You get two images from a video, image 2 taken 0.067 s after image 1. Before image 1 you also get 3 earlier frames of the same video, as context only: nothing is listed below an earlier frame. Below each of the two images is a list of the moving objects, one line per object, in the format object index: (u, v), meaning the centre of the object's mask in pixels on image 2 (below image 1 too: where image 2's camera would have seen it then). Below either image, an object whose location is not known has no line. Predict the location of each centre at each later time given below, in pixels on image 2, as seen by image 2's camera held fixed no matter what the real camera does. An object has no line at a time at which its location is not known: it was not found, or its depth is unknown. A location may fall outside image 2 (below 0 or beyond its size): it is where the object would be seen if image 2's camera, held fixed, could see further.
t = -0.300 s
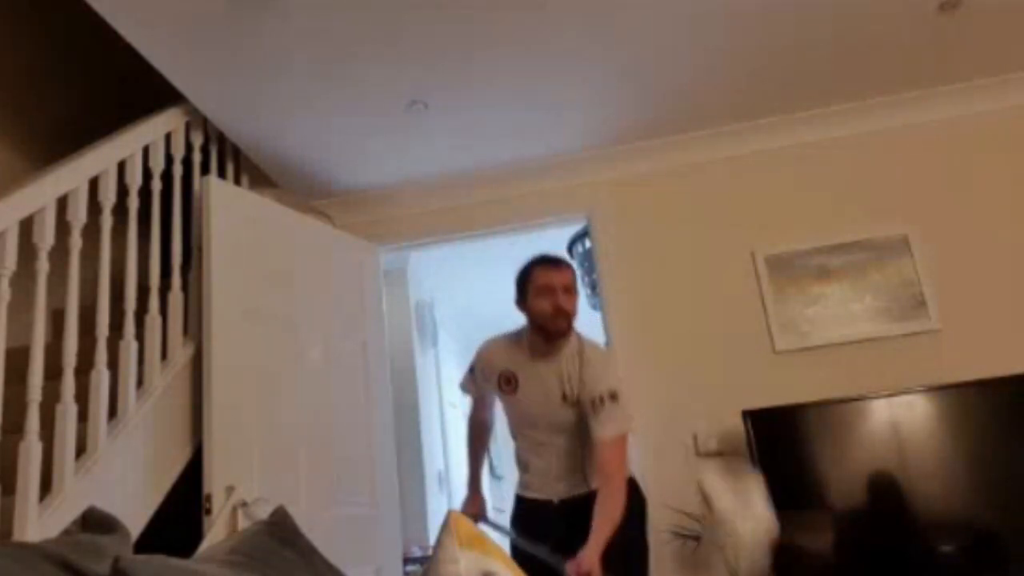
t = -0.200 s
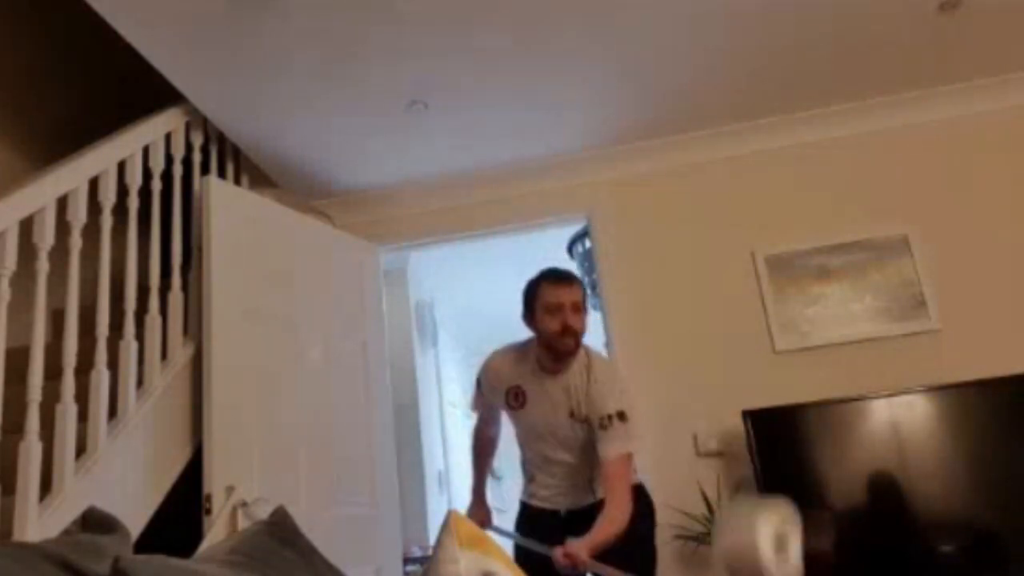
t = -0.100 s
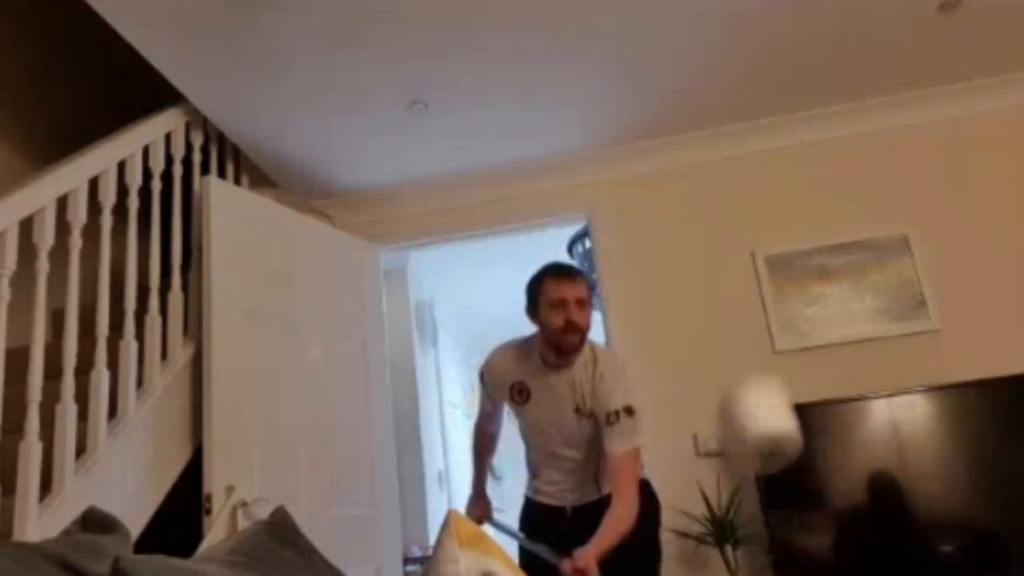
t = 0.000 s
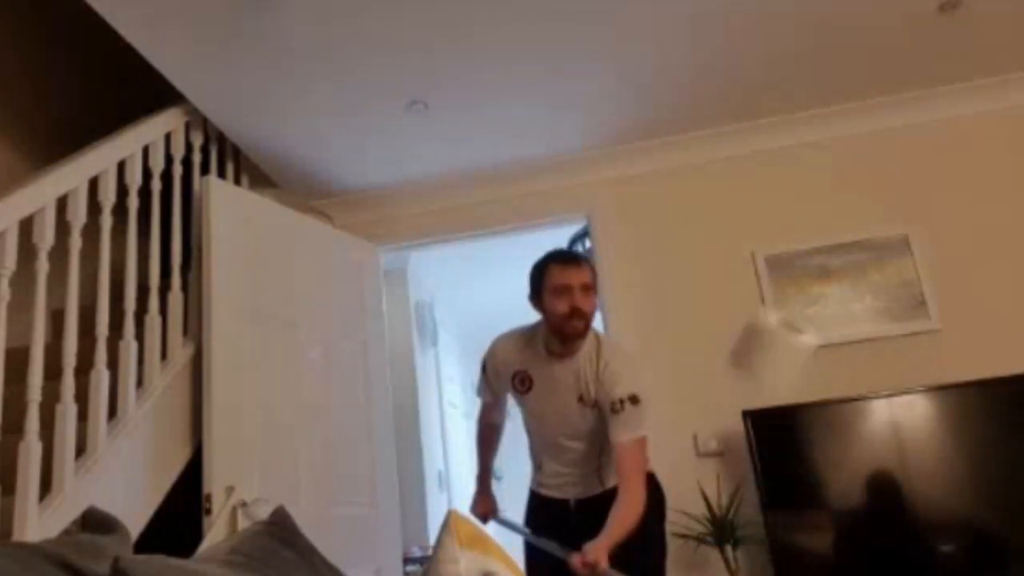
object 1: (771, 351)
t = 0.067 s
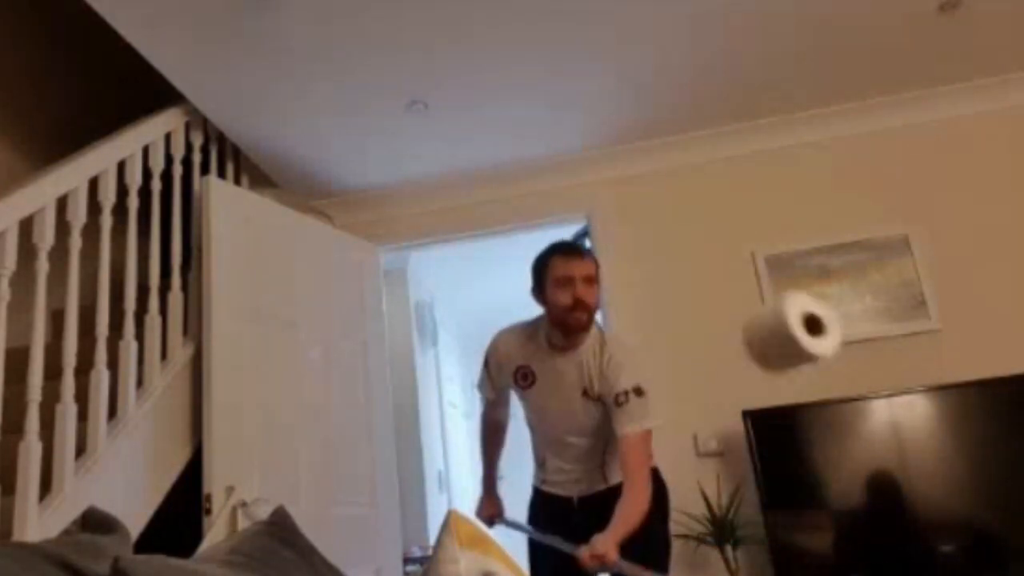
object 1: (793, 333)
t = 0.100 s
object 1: (803, 332)
